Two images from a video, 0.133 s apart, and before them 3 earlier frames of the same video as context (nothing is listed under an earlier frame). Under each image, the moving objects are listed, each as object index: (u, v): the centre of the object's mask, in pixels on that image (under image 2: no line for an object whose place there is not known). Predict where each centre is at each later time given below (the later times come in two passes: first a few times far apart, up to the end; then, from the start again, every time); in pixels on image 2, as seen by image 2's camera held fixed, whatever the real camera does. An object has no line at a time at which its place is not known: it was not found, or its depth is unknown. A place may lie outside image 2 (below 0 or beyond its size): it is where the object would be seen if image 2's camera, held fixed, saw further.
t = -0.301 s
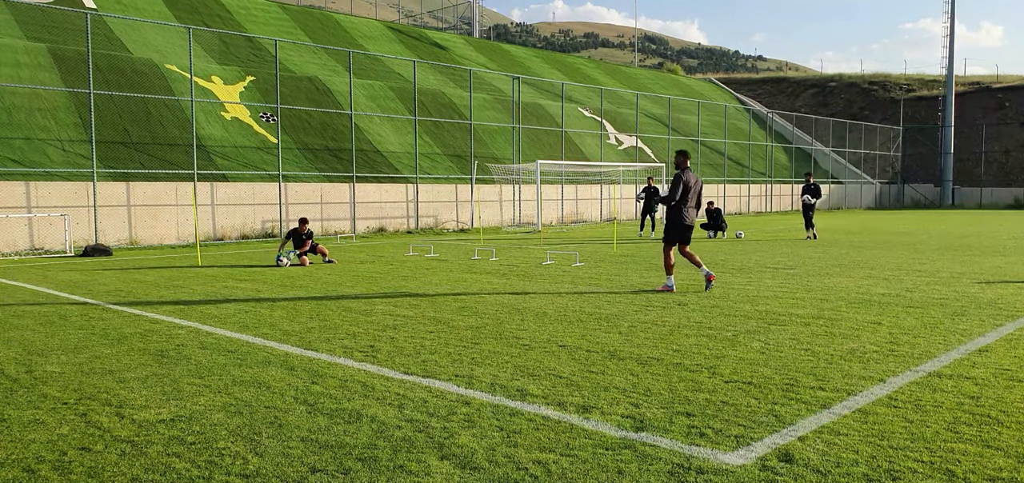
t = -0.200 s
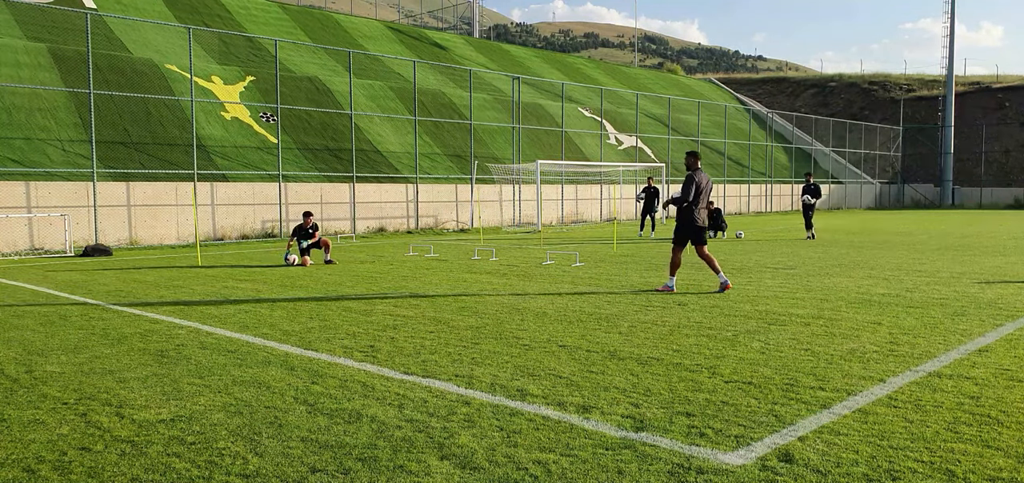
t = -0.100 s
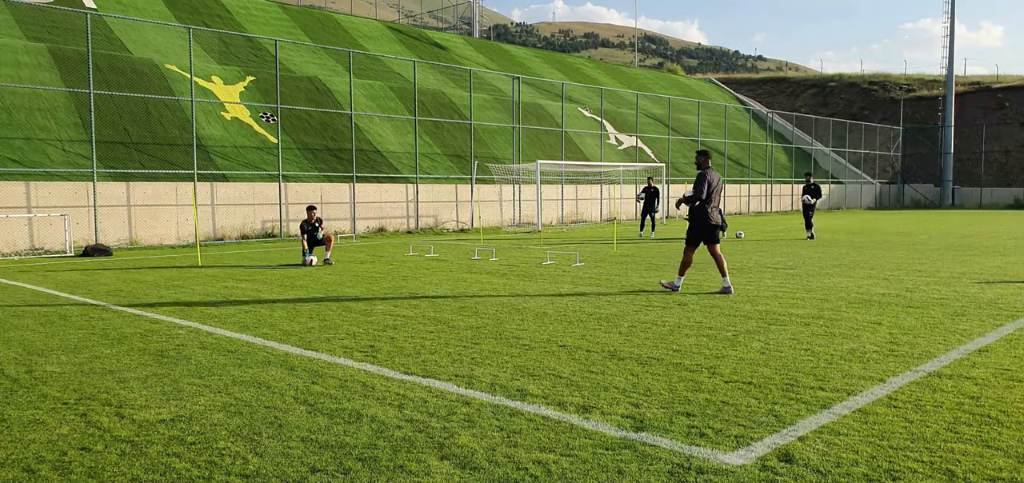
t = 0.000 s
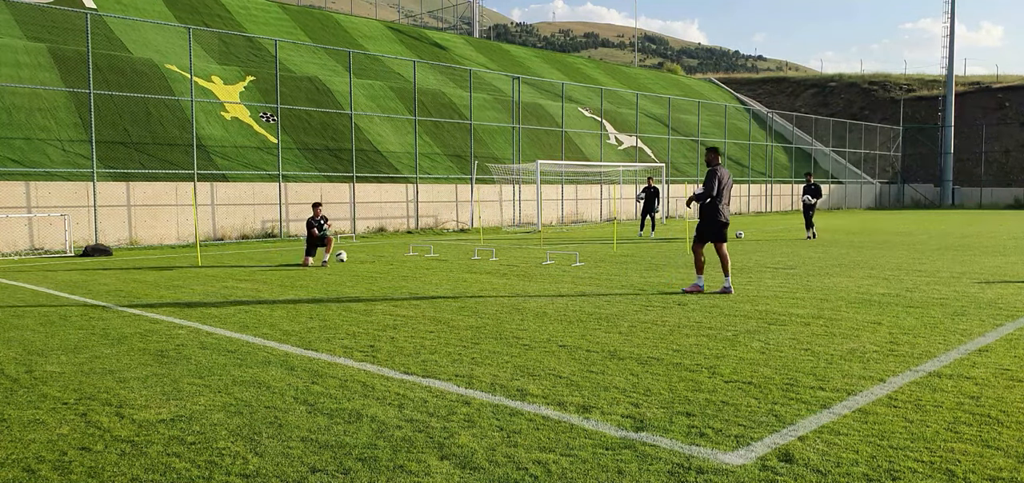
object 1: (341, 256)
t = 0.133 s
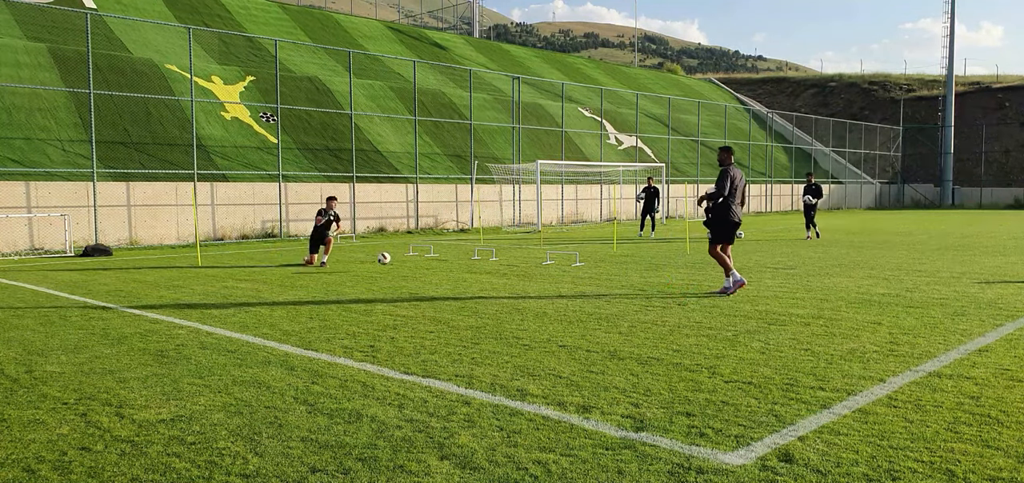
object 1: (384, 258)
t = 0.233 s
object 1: (418, 267)
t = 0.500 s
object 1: (487, 271)
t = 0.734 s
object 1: (551, 273)
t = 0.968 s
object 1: (621, 278)
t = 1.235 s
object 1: (705, 282)
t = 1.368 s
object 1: (749, 284)
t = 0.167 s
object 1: (395, 260)
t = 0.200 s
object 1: (406, 263)
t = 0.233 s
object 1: (418, 267)
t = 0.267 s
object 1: (428, 267)
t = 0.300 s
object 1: (436, 266)
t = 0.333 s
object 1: (444, 265)
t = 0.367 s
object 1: (453, 265)
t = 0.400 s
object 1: (461, 266)
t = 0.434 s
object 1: (470, 267)
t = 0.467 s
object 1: (478, 269)
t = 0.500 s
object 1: (487, 271)
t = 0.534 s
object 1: (496, 270)
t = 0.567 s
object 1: (505, 271)
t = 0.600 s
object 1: (514, 271)
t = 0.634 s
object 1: (524, 272)
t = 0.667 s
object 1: (532, 273)
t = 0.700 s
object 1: (542, 273)
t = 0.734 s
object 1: (551, 273)
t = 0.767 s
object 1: (561, 274)
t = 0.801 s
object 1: (571, 275)
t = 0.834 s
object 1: (581, 276)
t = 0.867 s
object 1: (590, 275)
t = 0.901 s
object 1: (600, 275)
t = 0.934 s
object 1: (610, 277)
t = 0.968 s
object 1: (621, 278)
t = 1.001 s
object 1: (630, 278)
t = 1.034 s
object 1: (641, 278)
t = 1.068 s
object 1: (651, 279)
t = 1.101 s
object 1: (662, 280)
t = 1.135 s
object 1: (672, 280)
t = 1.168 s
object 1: (683, 281)
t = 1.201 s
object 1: (694, 281)
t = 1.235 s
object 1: (705, 282)
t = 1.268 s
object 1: (715, 282)
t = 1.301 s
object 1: (727, 282)
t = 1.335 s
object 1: (738, 283)
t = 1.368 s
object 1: (749, 284)
